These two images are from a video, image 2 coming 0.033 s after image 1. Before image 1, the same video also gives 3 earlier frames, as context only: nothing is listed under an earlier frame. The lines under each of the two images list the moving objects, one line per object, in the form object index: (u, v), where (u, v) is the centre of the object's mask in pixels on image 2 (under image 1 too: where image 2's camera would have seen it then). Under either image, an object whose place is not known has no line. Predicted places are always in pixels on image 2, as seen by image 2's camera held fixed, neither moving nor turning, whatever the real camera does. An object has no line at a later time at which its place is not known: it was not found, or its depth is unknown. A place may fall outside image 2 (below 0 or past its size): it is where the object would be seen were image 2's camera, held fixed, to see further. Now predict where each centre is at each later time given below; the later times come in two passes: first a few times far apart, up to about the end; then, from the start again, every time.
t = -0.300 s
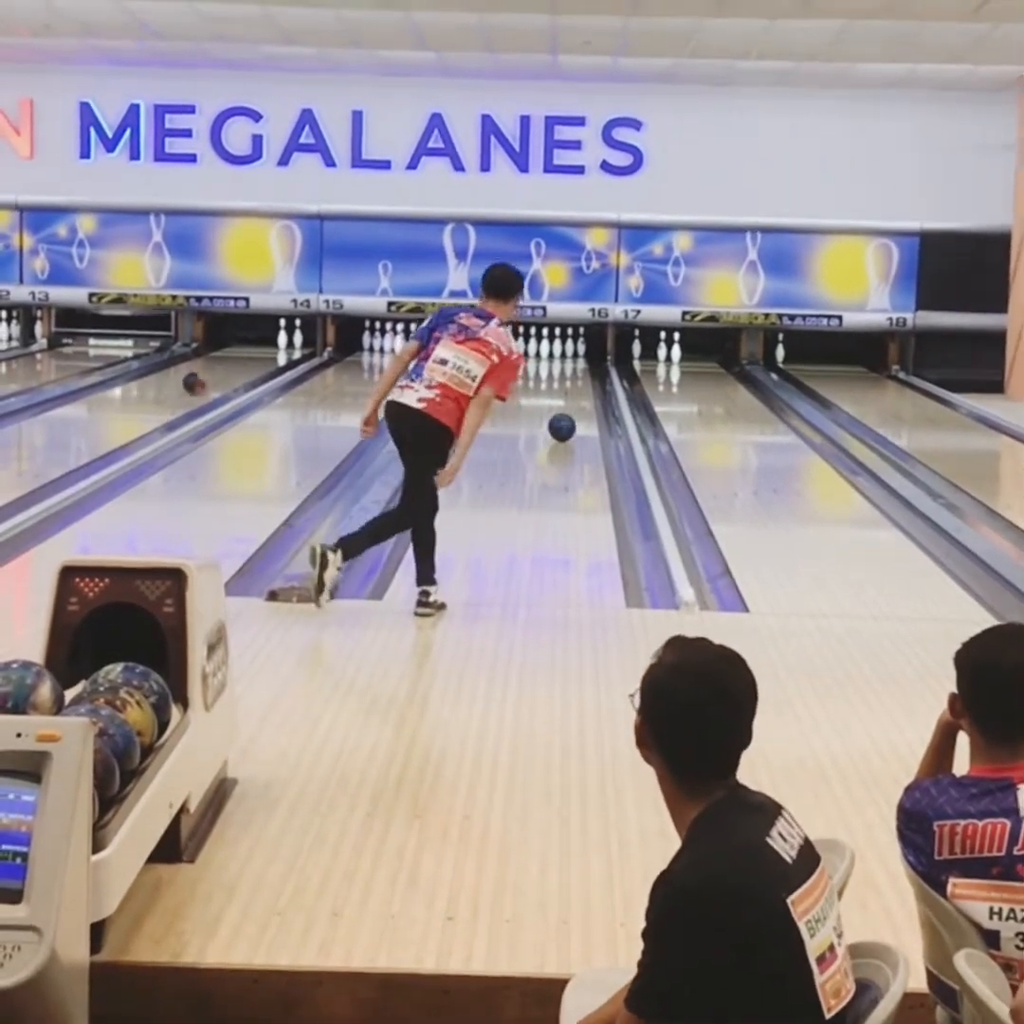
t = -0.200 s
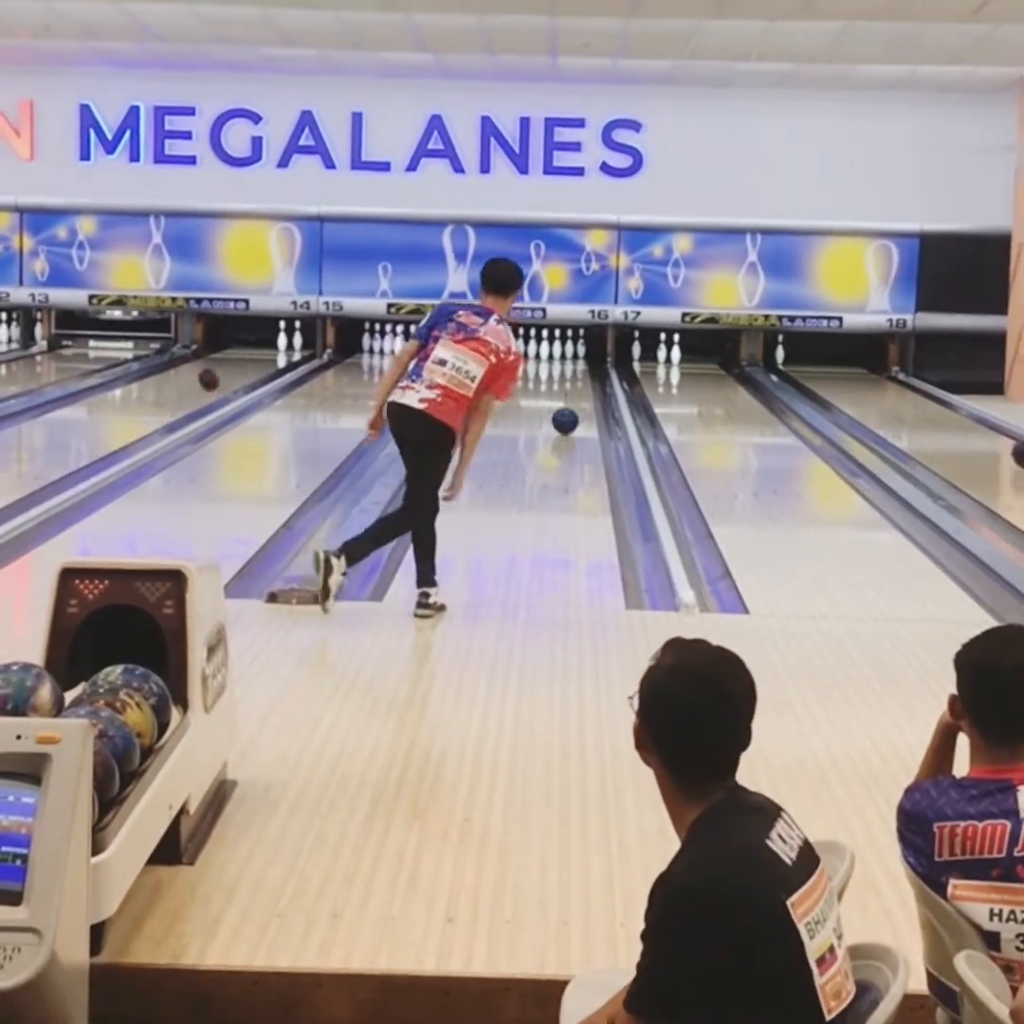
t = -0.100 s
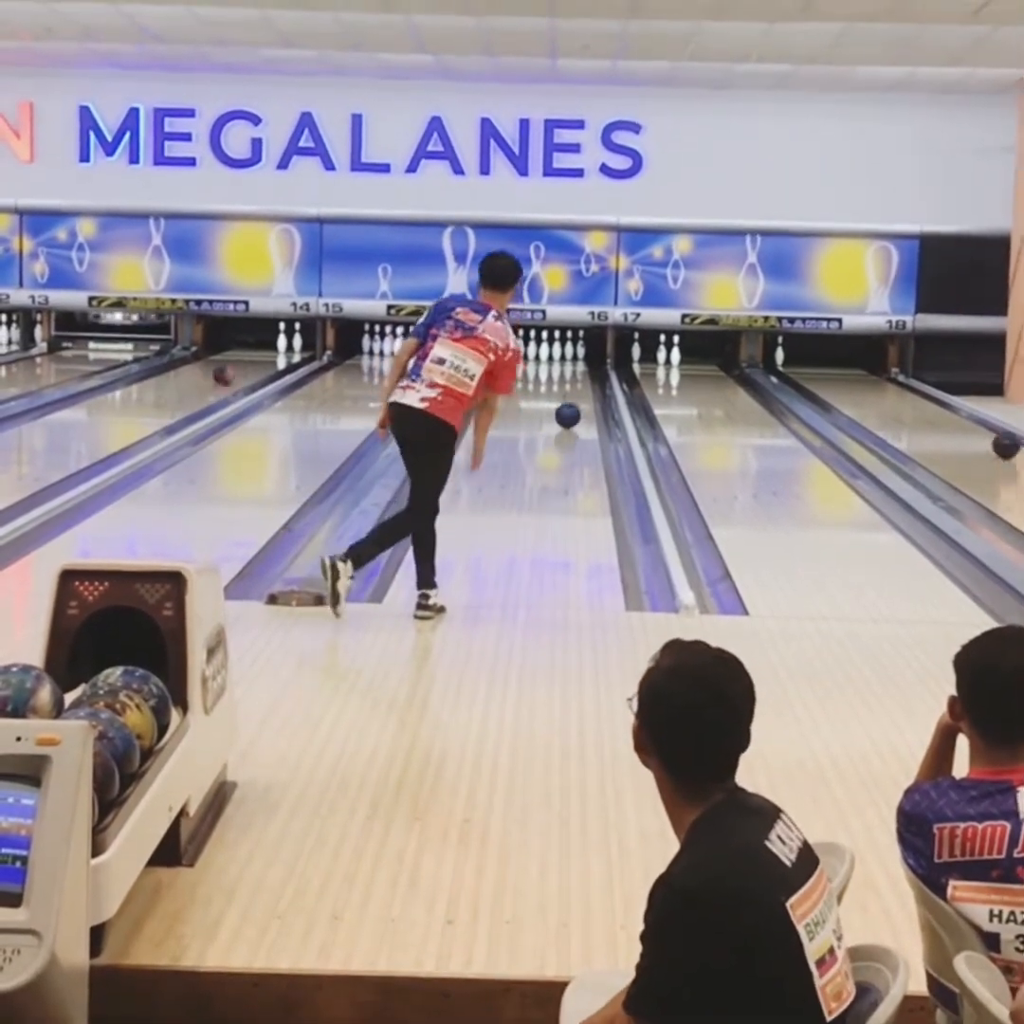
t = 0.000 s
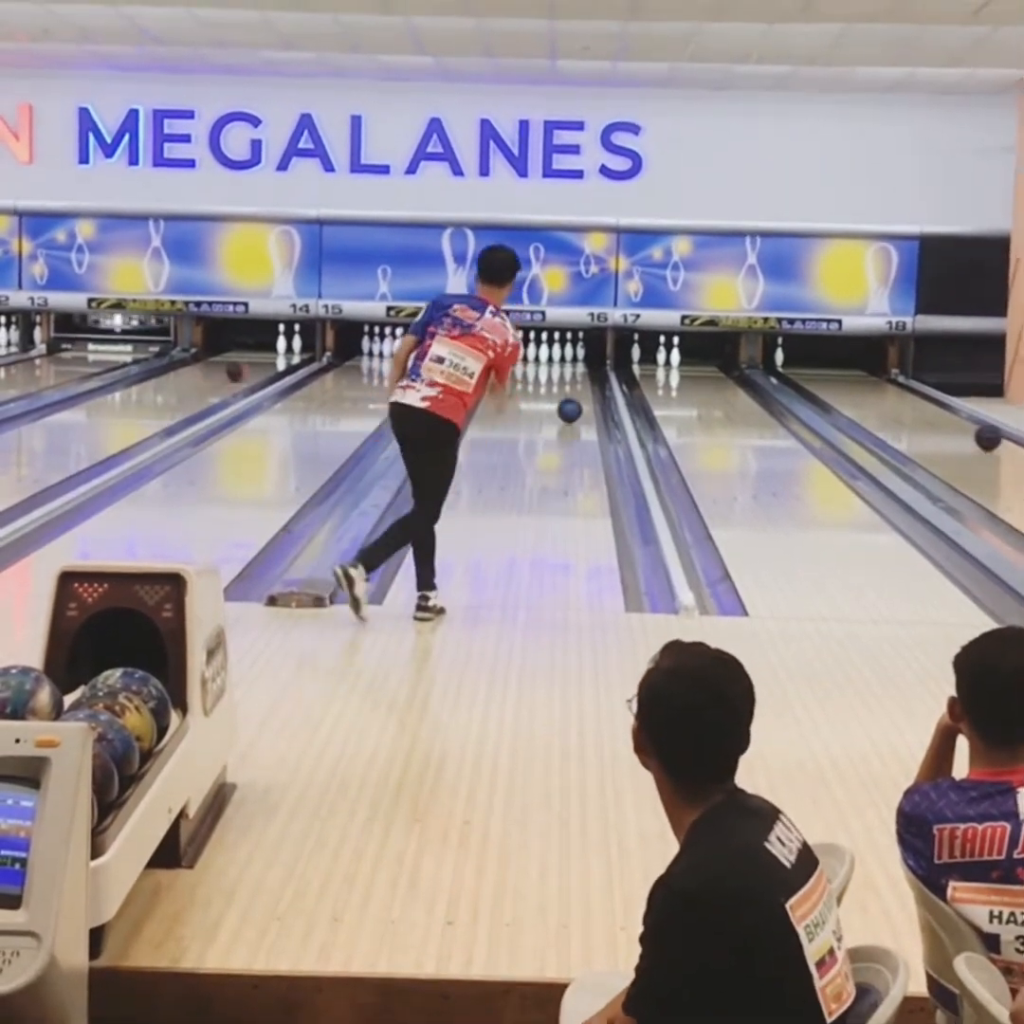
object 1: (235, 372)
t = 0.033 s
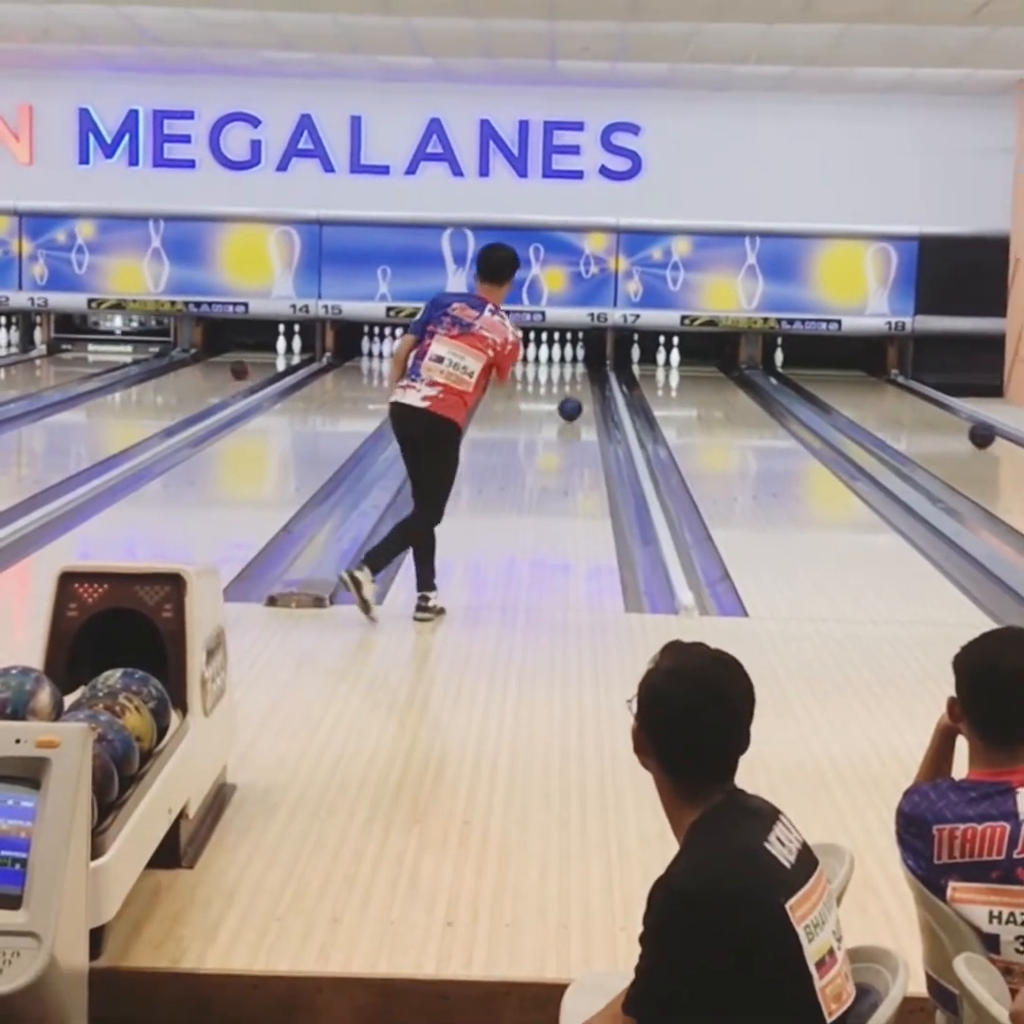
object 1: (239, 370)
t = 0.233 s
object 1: (259, 361)
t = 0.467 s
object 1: (280, 356)
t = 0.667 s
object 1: (295, 347)
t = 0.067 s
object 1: (243, 369)
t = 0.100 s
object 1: (247, 368)
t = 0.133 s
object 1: (250, 365)
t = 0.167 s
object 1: (253, 364)
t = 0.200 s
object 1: (256, 362)
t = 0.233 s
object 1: (259, 361)
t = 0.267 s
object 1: (265, 359)
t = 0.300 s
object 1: (267, 359)
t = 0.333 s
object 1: (269, 356)
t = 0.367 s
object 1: (271, 355)
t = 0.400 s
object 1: (274, 355)
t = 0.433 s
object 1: (277, 354)
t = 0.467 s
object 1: (280, 356)
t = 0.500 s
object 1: (283, 353)
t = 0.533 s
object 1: (285, 351)
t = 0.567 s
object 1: (287, 350)
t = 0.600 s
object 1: (288, 349)
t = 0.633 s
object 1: (292, 346)
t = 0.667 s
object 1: (295, 347)
